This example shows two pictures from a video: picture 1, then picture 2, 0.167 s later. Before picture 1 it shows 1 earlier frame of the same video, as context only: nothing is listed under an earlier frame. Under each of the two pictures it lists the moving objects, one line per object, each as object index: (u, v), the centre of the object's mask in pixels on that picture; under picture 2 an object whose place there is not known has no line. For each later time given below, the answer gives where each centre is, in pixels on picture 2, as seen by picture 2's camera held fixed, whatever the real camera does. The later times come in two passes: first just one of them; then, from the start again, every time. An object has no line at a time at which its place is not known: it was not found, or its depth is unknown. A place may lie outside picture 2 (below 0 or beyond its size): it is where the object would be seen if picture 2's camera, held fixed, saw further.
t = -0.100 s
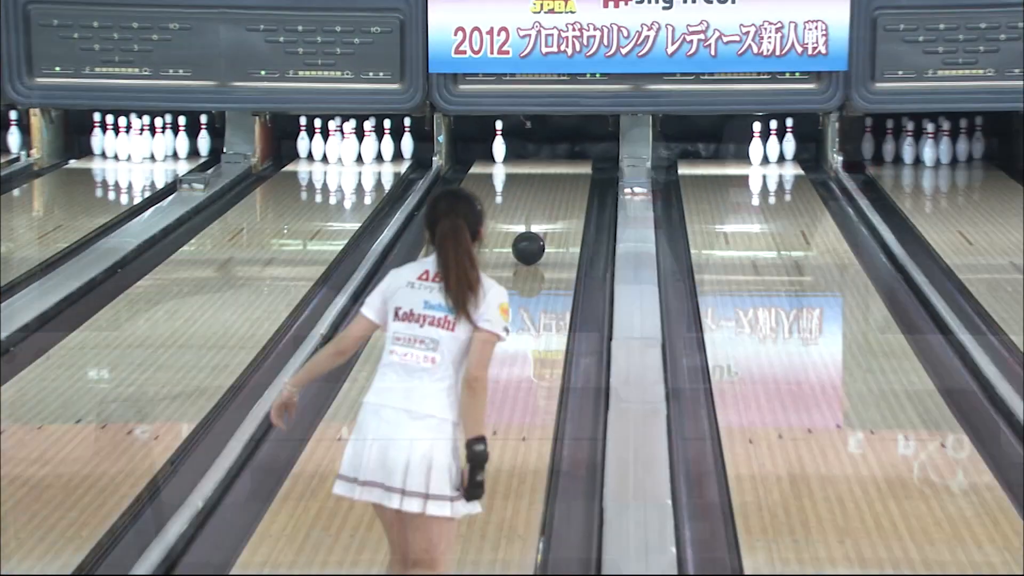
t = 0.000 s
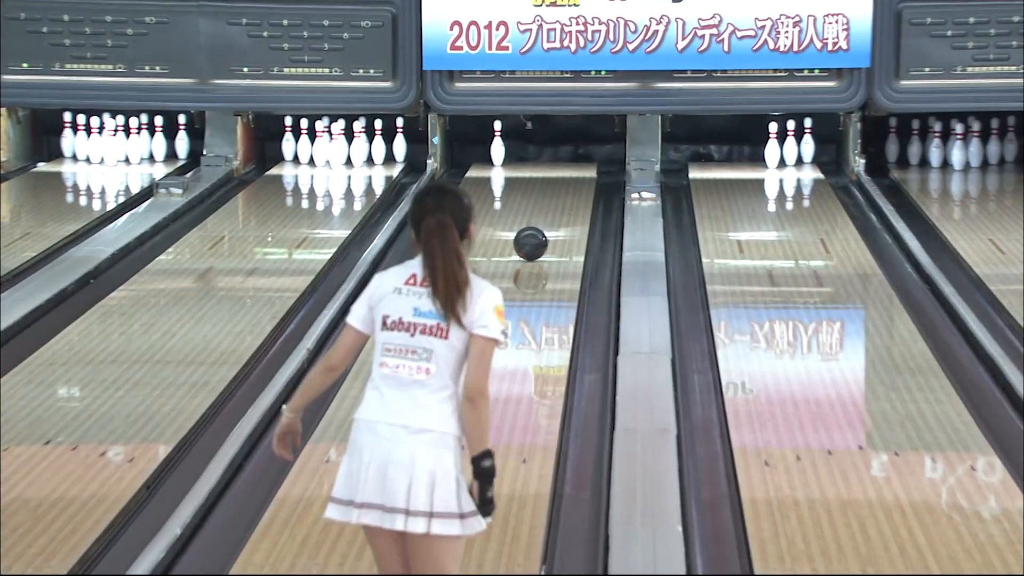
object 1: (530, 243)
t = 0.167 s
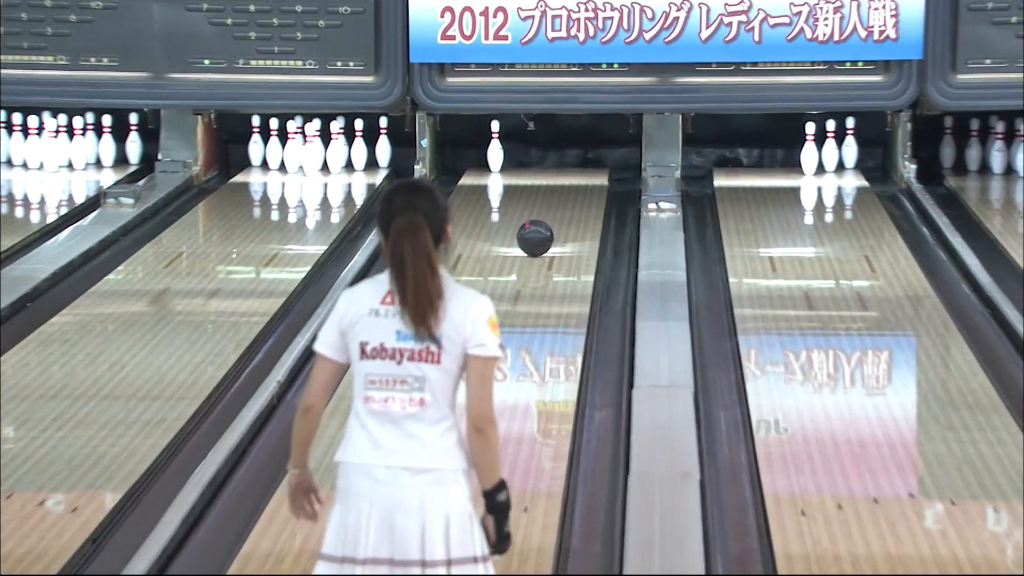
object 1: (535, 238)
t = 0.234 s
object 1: (536, 230)
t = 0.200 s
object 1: (535, 234)
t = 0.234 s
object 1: (536, 230)
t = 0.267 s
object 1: (536, 226)
